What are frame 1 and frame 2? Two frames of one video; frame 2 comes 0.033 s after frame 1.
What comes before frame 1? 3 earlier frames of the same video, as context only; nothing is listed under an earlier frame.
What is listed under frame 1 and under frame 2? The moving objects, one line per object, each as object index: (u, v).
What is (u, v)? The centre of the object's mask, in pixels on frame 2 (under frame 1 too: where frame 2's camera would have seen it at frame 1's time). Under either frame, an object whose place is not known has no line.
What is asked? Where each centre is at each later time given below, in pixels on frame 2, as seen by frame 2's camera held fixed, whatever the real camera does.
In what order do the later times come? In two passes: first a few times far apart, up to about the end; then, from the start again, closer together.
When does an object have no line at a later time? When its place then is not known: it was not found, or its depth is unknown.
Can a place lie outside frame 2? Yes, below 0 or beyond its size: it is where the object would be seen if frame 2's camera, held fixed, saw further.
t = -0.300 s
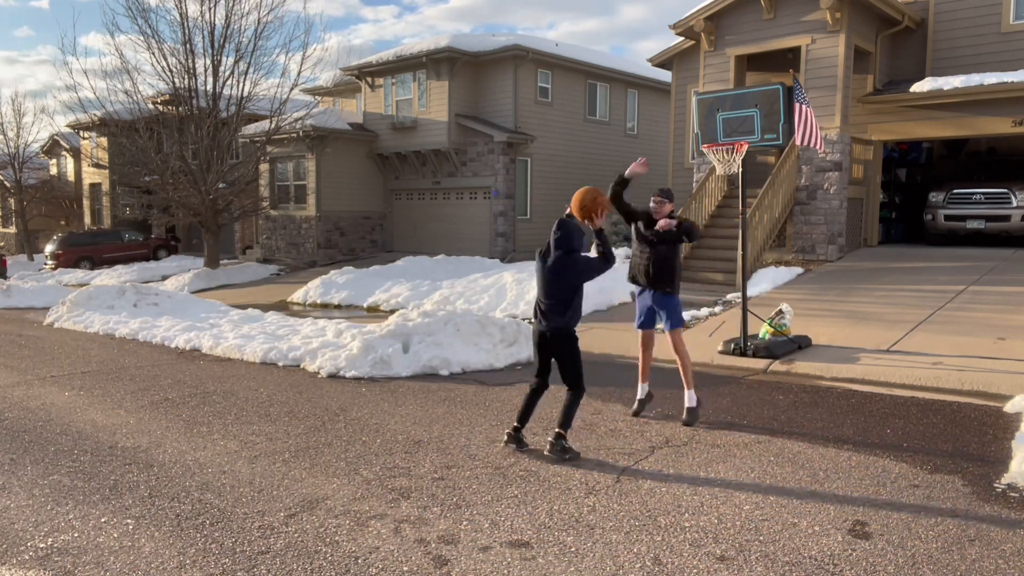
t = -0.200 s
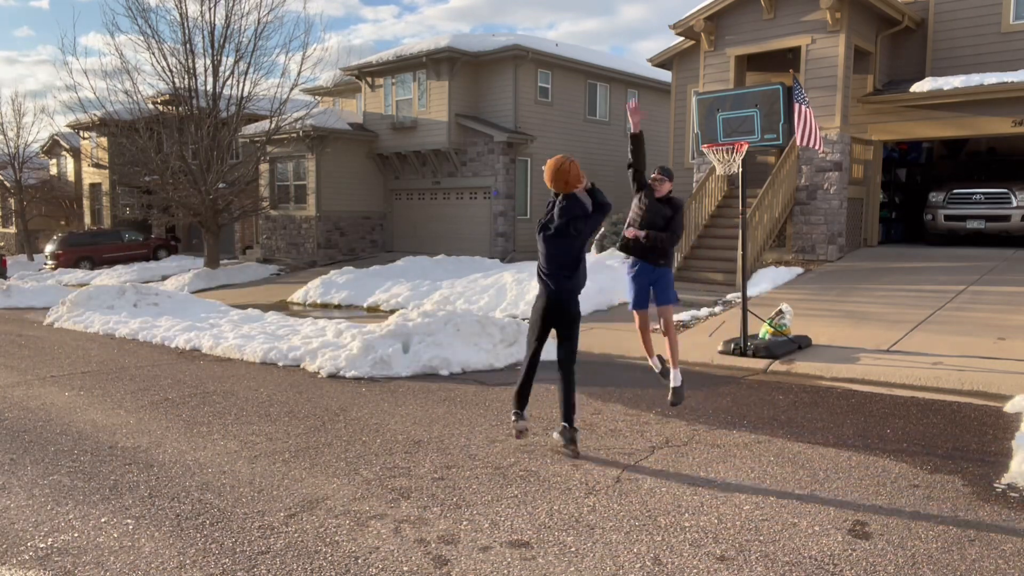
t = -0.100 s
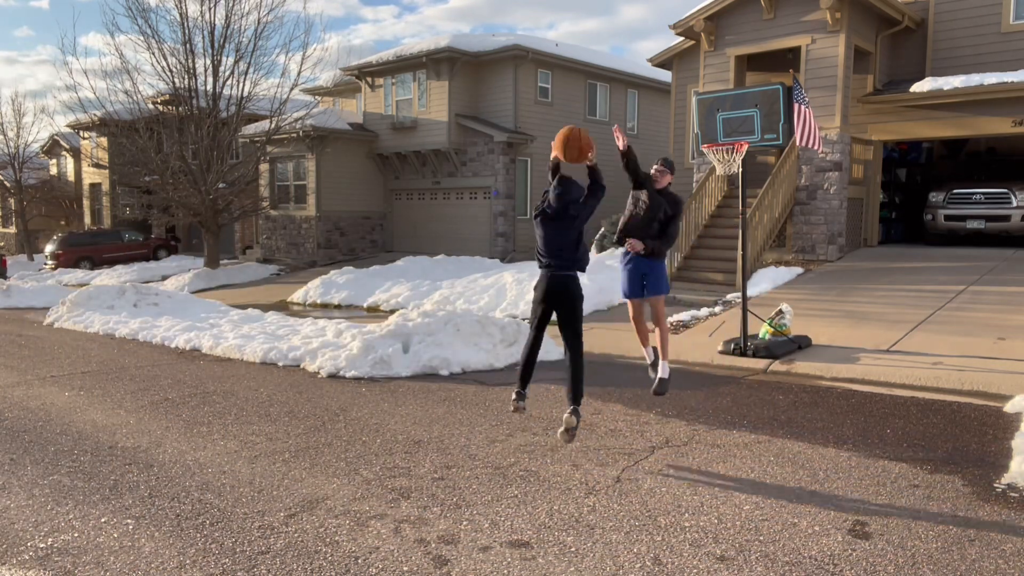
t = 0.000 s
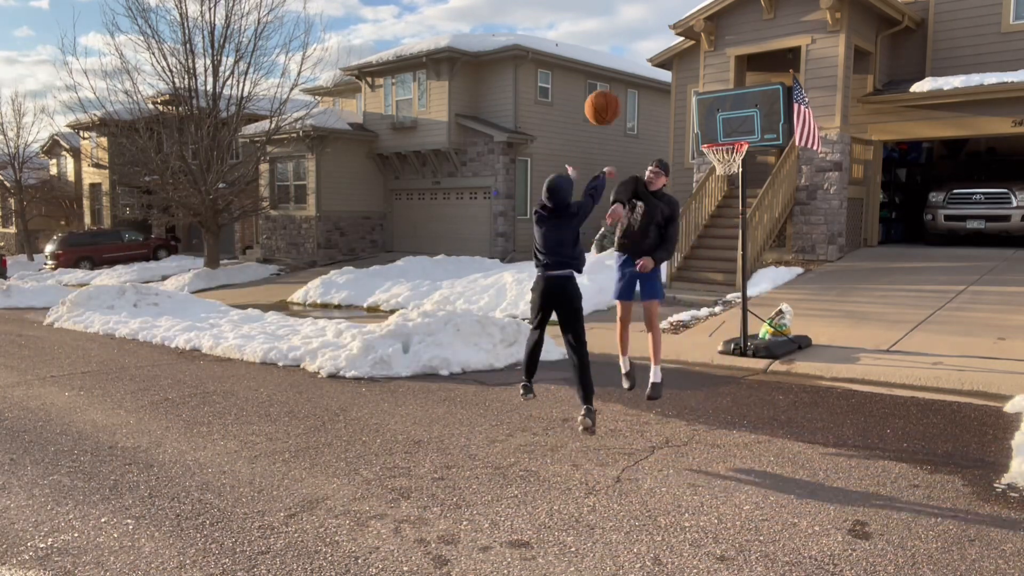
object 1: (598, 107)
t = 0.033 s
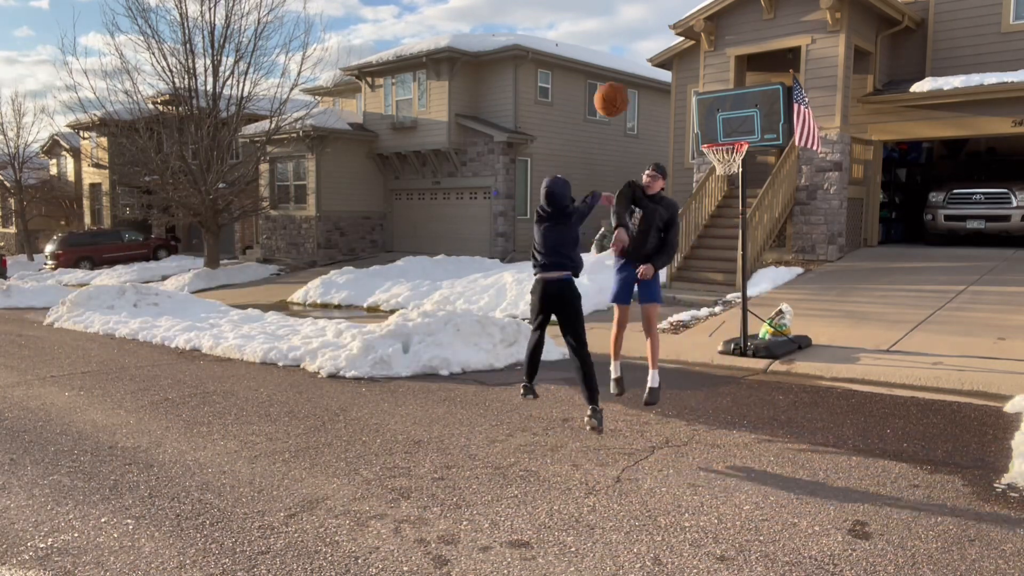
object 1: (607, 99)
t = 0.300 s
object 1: (663, 95)
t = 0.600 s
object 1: (708, 174)
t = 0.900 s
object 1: (734, 300)
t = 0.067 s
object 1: (616, 92)
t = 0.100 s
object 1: (623, 88)
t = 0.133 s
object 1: (631, 86)
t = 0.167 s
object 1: (638, 86)
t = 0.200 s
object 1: (644, 87)
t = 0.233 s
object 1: (652, 89)
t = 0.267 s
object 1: (657, 92)
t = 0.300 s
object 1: (663, 95)
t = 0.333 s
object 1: (670, 99)
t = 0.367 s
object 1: (675, 106)
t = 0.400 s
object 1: (682, 114)
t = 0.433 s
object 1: (685, 122)
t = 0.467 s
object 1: (691, 131)
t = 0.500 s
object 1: (694, 142)
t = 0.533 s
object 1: (699, 152)
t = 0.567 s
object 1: (703, 163)
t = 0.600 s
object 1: (708, 174)
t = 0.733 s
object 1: (722, 226)
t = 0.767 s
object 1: (724, 240)
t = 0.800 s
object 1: (728, 254)
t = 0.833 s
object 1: (728, 269)
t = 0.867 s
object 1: (732, 285)
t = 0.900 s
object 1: (734, 300)
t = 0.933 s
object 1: (735, 316)
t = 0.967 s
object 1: (736, 330)
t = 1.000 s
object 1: (729, 324)
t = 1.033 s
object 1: (719, 319)
